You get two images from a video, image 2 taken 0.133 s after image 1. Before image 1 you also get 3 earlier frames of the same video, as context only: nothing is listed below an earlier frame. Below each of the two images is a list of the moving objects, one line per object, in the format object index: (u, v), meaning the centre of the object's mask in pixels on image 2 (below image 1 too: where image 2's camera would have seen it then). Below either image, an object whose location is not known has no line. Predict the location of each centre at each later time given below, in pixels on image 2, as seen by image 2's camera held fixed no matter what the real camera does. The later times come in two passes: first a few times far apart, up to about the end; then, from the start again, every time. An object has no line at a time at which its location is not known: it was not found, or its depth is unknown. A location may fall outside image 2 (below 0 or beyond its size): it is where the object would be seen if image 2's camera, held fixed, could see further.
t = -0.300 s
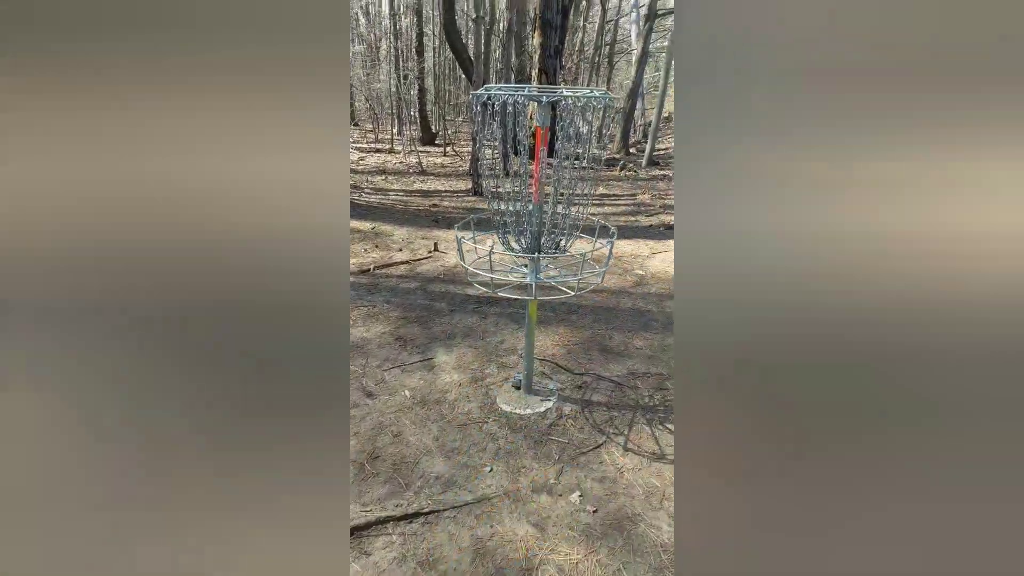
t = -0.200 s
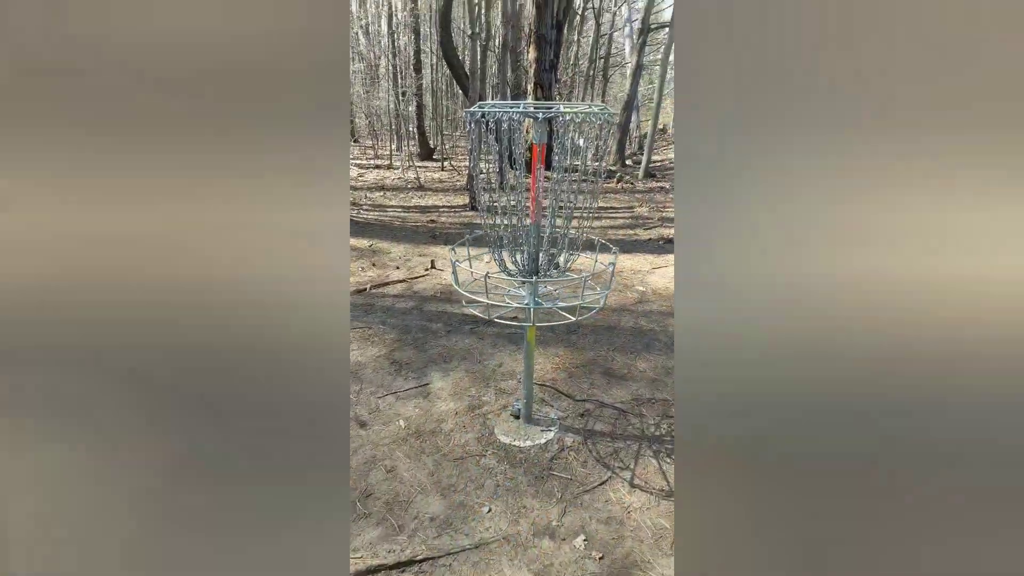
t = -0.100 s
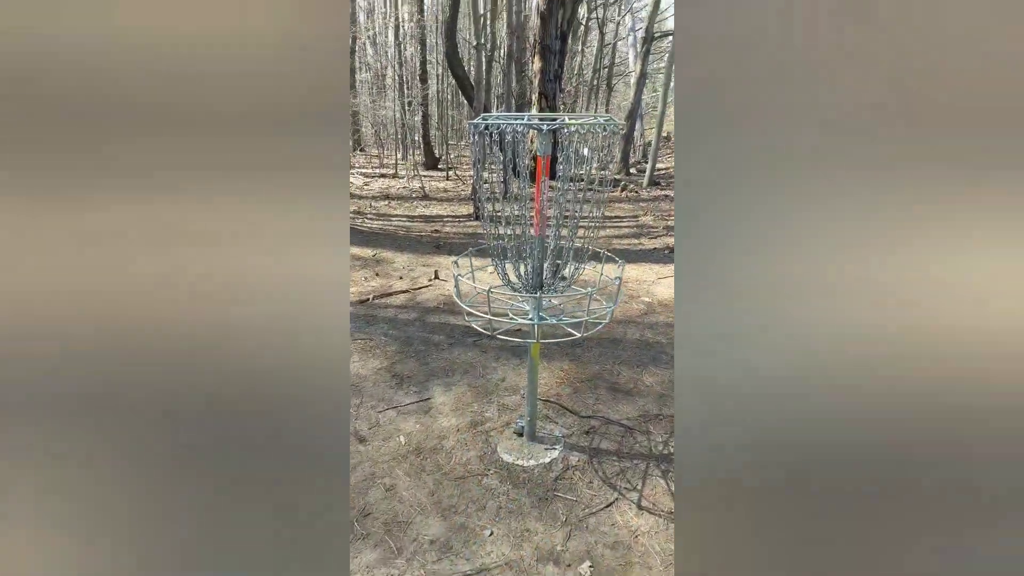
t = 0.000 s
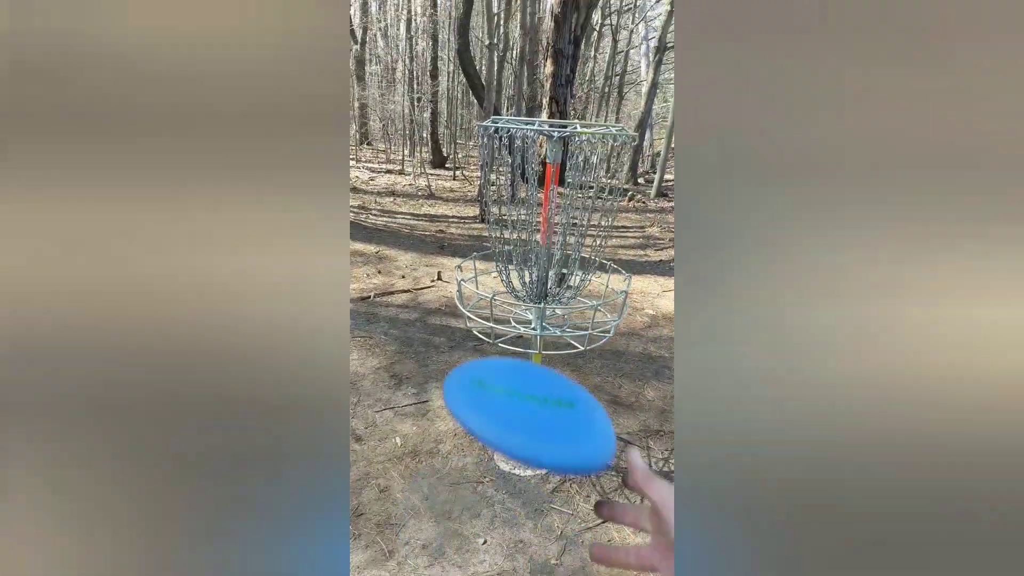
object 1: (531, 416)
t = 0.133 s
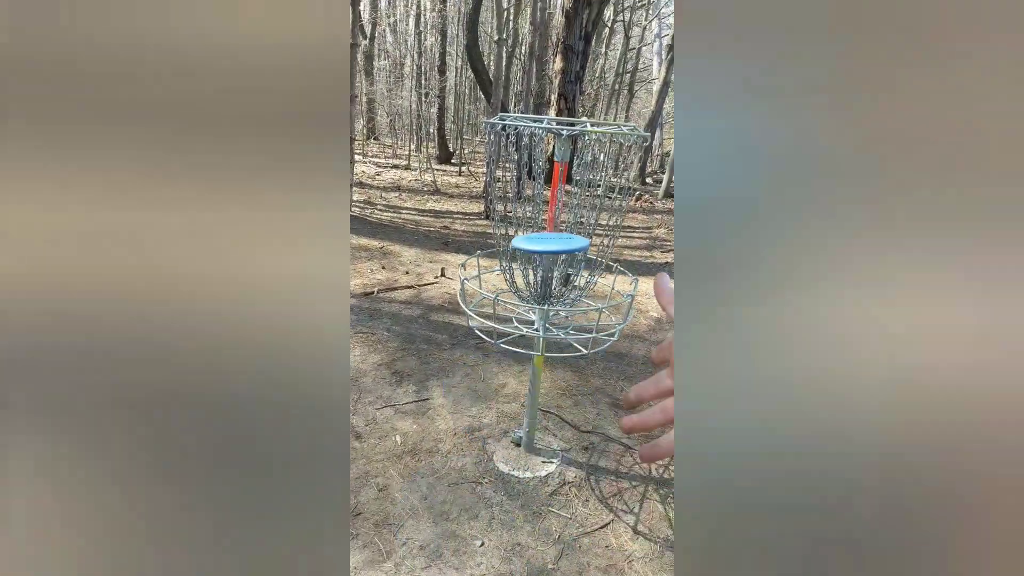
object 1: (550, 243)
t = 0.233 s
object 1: (551, 236)
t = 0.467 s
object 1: (535, 273)
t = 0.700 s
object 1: (527, 323)
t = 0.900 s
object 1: (524, 325)
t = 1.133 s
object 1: (536, 337)
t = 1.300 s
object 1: (539, 339)
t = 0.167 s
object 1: (552, 237)
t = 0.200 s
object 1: (552, 235)
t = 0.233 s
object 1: (551, 236)
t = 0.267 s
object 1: (550, 238)
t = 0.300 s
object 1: (549, 242)
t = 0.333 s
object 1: (545, 248)
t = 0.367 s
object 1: (540, 256)
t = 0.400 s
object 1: (536, 263)
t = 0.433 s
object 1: (535, 269)
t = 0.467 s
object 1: (535, 273)
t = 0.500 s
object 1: (535, 278)
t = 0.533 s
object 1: (535, 284)
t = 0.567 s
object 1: (534, 296)
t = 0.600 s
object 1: (533, 306)
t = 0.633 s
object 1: (531, 312)
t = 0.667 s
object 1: (529, 319)
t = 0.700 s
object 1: (527, 323)
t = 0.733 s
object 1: (527, 322)
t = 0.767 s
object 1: (526, 323)
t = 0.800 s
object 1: (526, 323)
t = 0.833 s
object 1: (524, 323)
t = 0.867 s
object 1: (524, 323)
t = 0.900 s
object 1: (524, 325)
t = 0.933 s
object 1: (526, 325)
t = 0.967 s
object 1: (528, 328)
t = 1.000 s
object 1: (529, 329)
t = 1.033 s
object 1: (530, 331)
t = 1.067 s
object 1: (533, 333)
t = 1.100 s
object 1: (535, 334)
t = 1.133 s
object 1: (536, 337)
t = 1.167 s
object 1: (538, 338)
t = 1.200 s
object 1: (539, 339)
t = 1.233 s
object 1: (539, 339)
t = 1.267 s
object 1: (539, 338)
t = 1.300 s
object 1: (539, 339)
